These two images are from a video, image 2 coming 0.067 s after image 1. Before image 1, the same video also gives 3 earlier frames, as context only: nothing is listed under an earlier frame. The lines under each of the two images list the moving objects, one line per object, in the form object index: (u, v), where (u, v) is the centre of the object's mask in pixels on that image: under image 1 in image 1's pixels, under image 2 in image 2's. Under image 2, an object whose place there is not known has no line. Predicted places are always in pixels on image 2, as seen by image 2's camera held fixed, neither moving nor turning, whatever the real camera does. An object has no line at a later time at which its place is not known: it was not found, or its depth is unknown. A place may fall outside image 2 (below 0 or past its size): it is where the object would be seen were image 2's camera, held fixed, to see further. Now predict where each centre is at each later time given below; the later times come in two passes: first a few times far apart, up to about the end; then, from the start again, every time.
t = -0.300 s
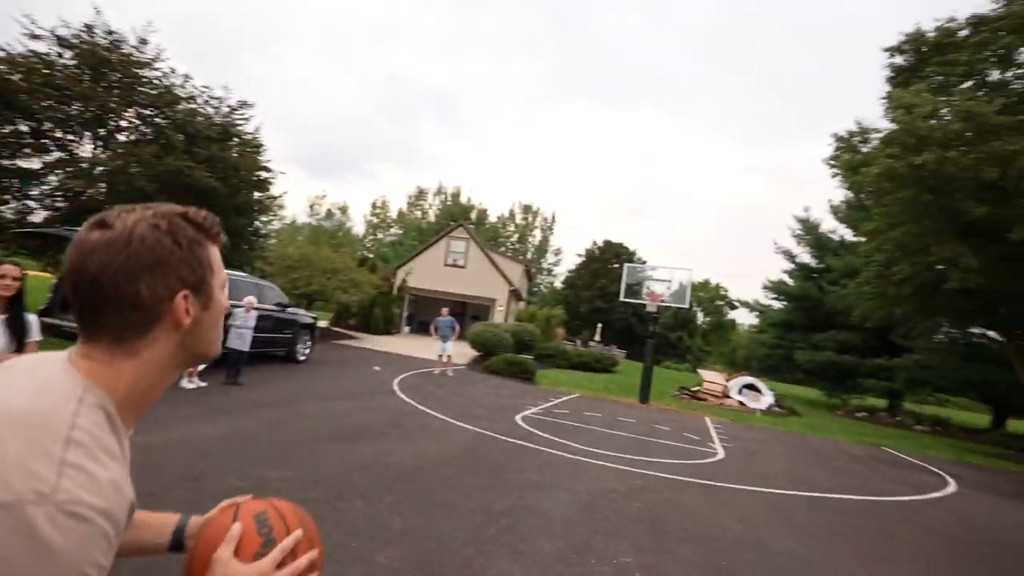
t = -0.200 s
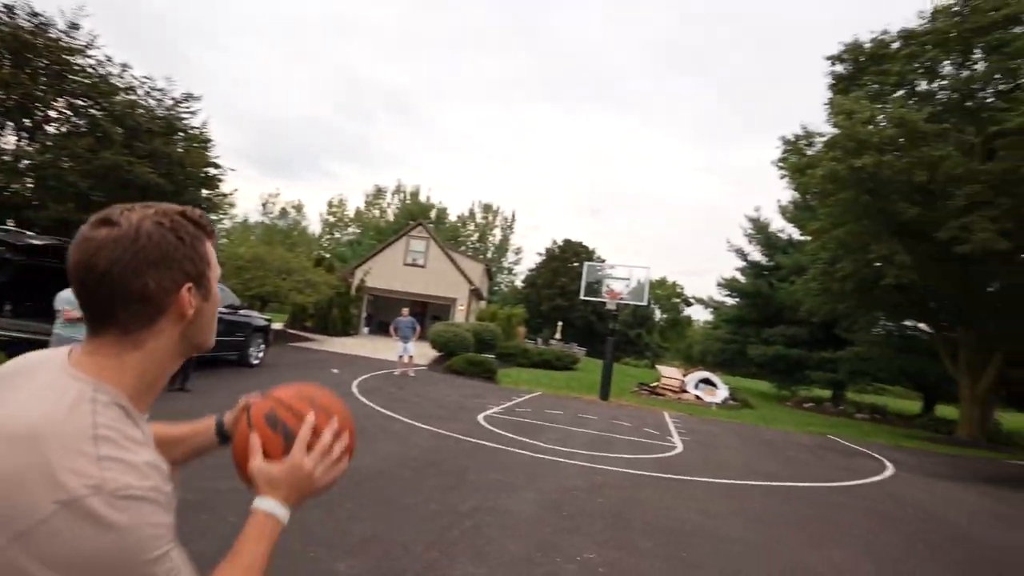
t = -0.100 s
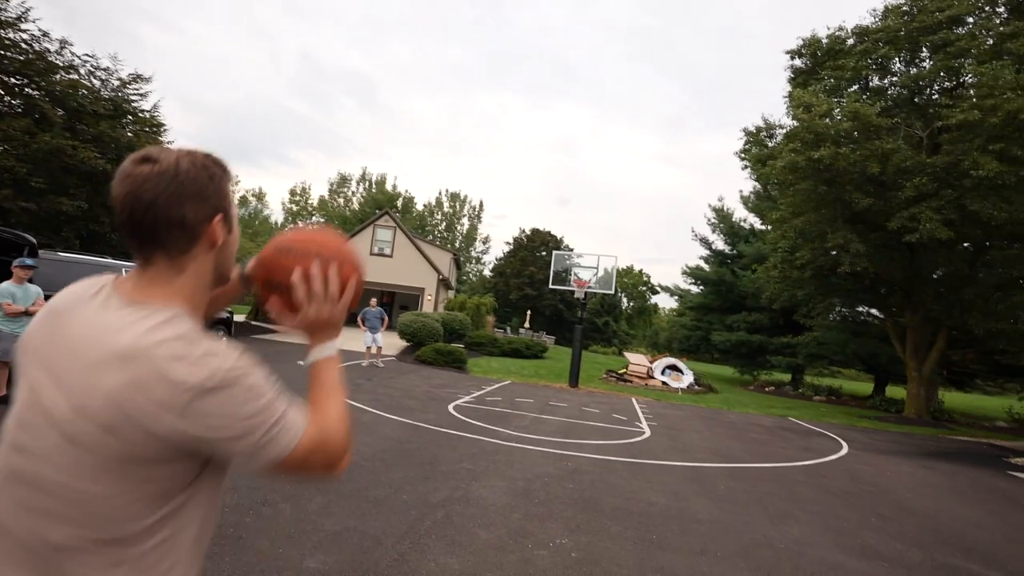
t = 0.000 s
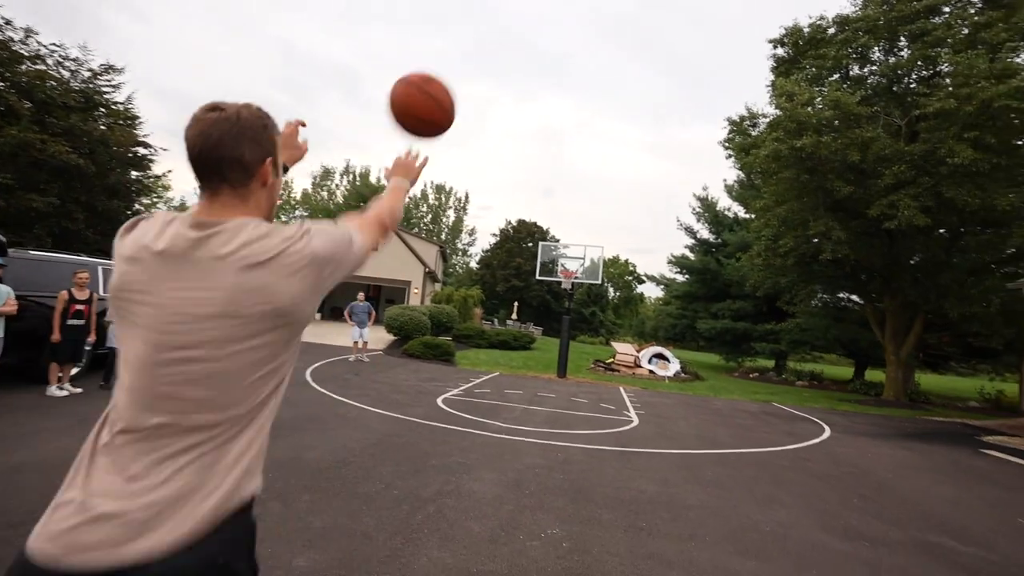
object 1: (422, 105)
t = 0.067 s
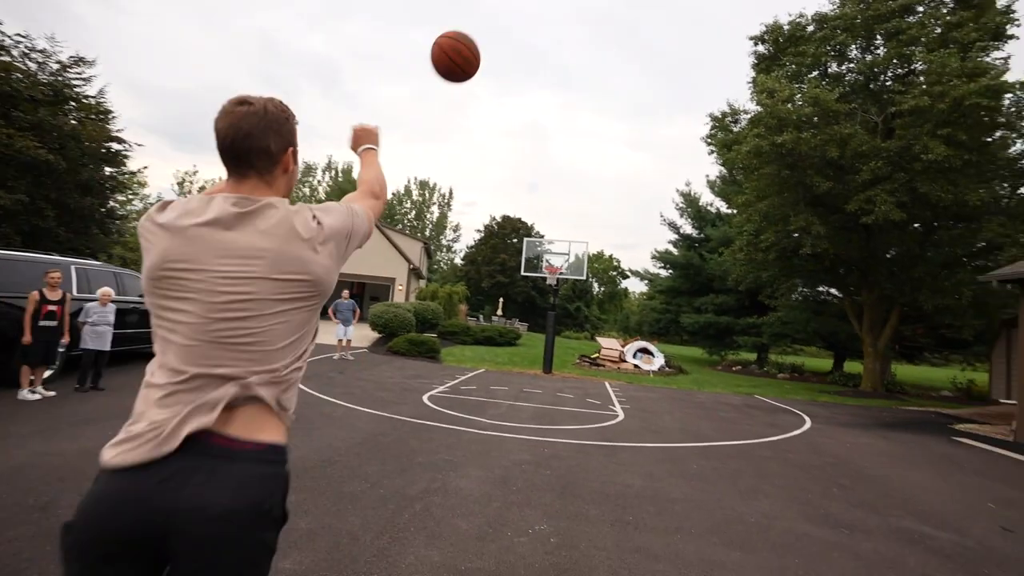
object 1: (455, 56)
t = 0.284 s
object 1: (516, 27)
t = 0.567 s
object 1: (541, 60)
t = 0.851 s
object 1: (554, 109)
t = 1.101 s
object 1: (560, 163)
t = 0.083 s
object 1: (463, 49)
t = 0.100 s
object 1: (470, 43)
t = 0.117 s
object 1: (477, 38)
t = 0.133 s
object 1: (482, 33)
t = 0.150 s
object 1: (487, 32)
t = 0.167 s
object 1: (492, 31)
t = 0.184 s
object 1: (496, 30)
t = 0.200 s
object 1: (500, 29)
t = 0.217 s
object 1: (504, 28)
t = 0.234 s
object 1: (507, 27)
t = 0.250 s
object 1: (510, 27)
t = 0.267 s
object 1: (513, 27)
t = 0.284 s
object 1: (516, 27)
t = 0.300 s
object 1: (518, 28)
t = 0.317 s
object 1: (521, 29)
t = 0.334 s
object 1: (523, 30)
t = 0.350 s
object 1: (524, 32)
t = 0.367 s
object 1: (526, 33)
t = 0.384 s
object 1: (528, 35)
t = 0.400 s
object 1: (529, 37)
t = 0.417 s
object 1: (530, 39)
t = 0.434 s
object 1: (532, 41)
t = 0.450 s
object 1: (533, 43)
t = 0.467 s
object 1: (535, 45)
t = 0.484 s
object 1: (535, 47)
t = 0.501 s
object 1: (537, 50)
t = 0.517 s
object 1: (538, 52)
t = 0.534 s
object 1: (539, 55)
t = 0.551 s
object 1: (540, 57)
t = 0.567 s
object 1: (541, 60)
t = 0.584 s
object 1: (542, 62)
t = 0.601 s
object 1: (543, 65)
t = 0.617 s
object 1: (544, 67)
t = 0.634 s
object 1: (545, 70)
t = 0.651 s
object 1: (546, 73)
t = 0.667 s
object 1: (546, 75)
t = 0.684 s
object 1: (547, 78)
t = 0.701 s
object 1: (548, 81)
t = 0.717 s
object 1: (549, 84)
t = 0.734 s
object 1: (549, 87)
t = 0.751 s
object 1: (550, 90)
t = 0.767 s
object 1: (550, 93)
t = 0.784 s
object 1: (551, 96)
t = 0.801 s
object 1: (552, 100)
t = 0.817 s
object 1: (552, 103)
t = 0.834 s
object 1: (553, 106)
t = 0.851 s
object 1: (554, 109)
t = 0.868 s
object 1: (554, 113)
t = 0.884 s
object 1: (555, 116)
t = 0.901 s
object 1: (556, 120)
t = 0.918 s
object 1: (556, 123)
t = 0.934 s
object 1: (557, 127)
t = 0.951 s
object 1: (557, 130)
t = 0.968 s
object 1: (558, 134)
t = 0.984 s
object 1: (558, 137)
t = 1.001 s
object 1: (558, 141)
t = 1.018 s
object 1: (559, 145)
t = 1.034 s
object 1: (559, 148)
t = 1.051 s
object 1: (559, 152)
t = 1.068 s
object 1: (559, 156)
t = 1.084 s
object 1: (560, 159)
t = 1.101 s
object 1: (560, 163)
